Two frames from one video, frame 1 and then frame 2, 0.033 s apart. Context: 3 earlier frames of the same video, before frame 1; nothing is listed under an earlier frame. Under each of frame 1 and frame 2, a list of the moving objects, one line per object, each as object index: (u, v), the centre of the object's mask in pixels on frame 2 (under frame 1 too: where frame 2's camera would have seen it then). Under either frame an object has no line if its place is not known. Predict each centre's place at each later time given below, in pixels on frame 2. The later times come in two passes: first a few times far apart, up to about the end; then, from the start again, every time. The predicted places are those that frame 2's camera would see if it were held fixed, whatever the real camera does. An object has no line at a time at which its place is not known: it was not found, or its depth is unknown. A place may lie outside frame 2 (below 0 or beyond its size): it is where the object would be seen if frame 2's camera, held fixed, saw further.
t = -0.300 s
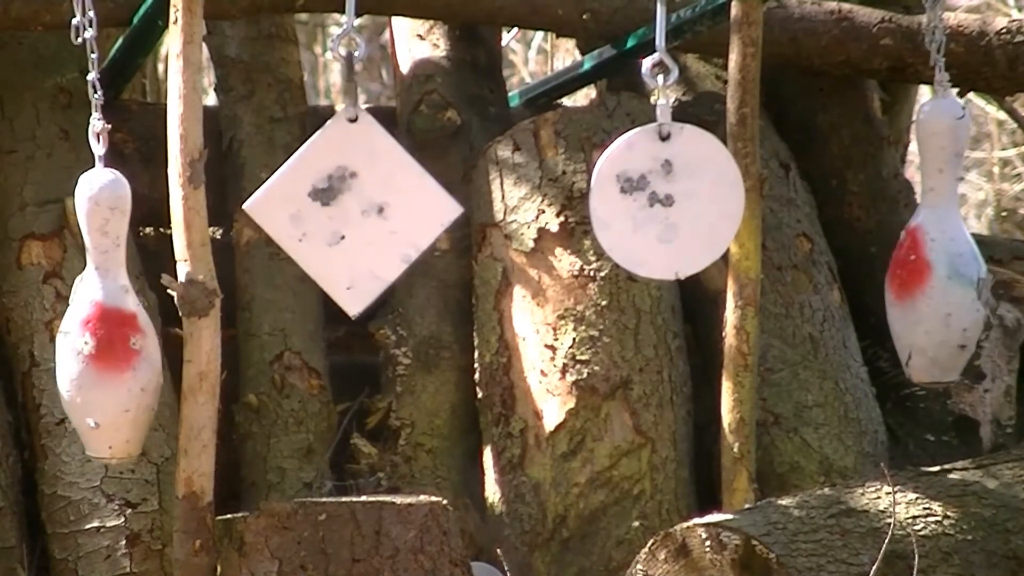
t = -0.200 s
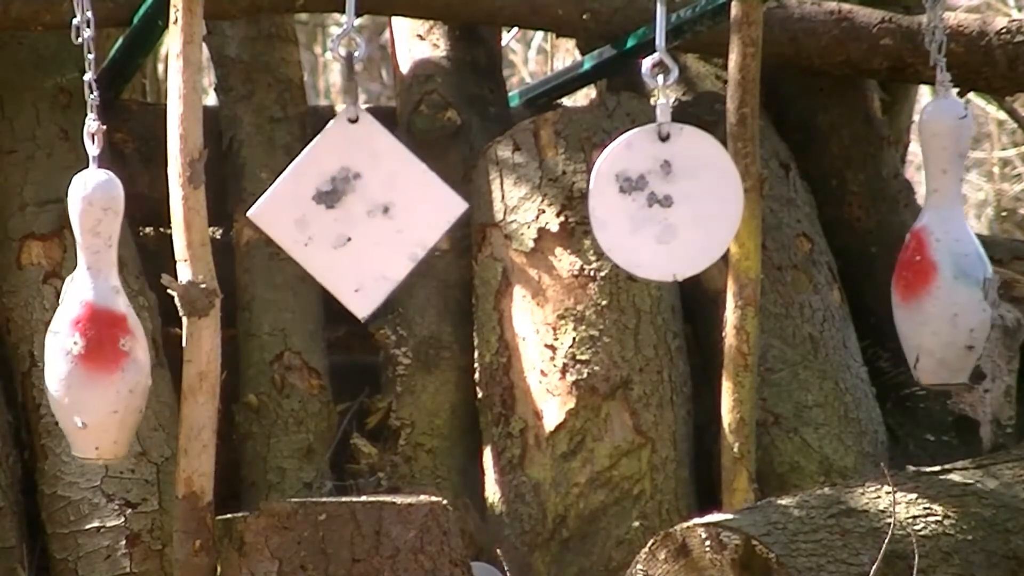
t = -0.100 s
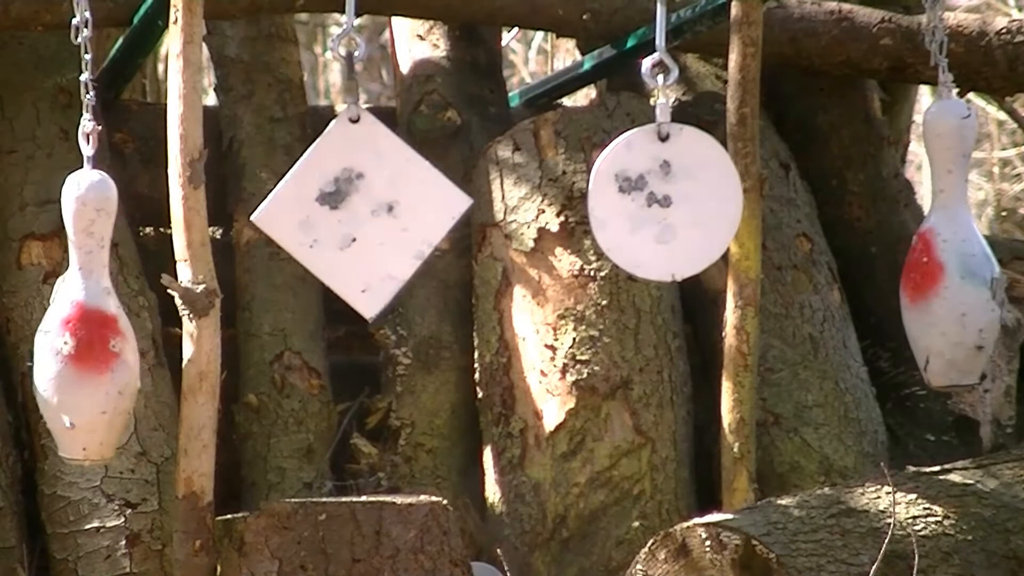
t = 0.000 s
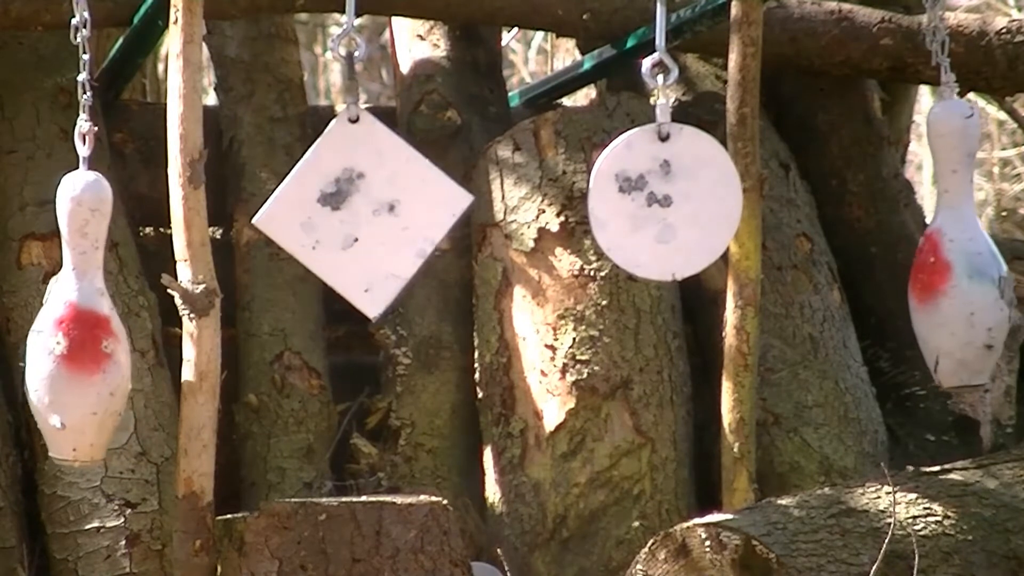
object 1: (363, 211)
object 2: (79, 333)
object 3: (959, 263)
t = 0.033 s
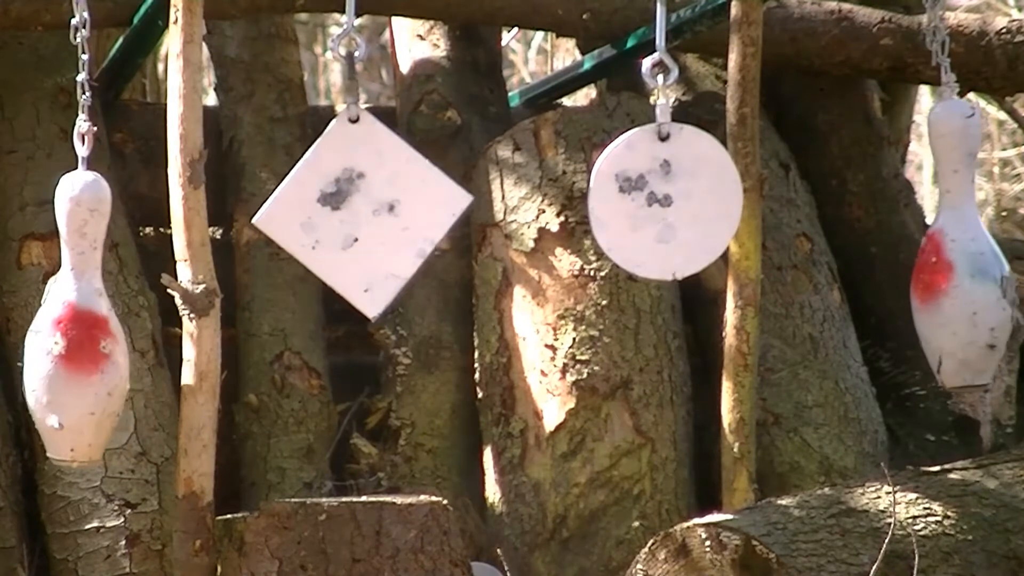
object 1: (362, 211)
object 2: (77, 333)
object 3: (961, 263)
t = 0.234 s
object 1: (354, 208)
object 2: (76, 335)
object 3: (966, 263)
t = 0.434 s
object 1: (346, 206)
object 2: (91, 336)
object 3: (958, 262)
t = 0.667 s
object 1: (354, 211)
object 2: (114, 333)
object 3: (940, 259)
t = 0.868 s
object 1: (362, 211)
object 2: (123, 331)
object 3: (935, 258)
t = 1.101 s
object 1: (356, 209)
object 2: (114, 330)
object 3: (947, 262)
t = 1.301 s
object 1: (350, 206)
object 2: (94, 331)
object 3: (962, 263)
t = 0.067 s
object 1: (362, 211)
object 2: (76, 334)
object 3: (963, 263)
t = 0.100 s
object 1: (361, 211)
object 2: (75, 334)
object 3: (964, 263)
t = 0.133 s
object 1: (359, 210)
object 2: (75, 334)
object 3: (965, 263)
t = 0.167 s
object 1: (357, 210)
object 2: (75, 334)
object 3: (966, 263)
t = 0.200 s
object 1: (356, 209)
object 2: (75, 334)
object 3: (966, 263)
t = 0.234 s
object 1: (354, 208)
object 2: (76, 335)
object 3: (966, 263)
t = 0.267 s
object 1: (352, 208)
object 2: (78, 335)
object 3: (965, 263)
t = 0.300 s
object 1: (349, 207)
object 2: (80, 335)
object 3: (965, 263)
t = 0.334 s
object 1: (348, 207)
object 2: (82, 335)
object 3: (964, 263)
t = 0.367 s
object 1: (347, 206)
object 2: (85, 335)
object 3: (962, 262)
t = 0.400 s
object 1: (346, 206)
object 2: (88, 336)
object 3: (960, 262)
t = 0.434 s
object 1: (346, 206)
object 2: (91, 336)
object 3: (958, 262)
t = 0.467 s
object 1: (346, 207)
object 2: (95, 335)
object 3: (956, 263)
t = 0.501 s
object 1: (347, 207)
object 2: (98, 335)
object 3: (953, 261)
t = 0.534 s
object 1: (347, 208)
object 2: (101, 334)
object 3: (950, 261)
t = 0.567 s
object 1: (349, 209)
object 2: (105, 334)
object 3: (947, 260)
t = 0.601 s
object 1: (351, 210)
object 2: (108, 334)
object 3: (945, 260)
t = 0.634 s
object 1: (353, 210)
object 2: (112, 333)
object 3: (943, 260)
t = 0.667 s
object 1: (354, 211)
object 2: (114, 333)
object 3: (940, 259)
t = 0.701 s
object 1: (356, 211)
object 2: (117, 332)
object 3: (938, 258)
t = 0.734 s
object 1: (358, 211)
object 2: (119, 332)
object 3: (938, 258)
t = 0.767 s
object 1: (360, 211)
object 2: (121, 332)
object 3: (936, 257)
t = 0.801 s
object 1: (361, 211)
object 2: (122, 331)
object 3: (935, 257)
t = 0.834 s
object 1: (362, 211)
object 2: (123, 331)
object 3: (935, 257)
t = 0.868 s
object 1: (362, 211)
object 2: (123, 331)
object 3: (935, 258)
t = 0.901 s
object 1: (362, 211)
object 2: (123, 330)
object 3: (936, 258)
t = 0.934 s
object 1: (362, 211)
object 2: (123, 330)
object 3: (937, 259)
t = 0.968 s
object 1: (361, 211)
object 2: (122, 330)
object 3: (939, 259)
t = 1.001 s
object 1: (360, 211)
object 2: (121, 330)
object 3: (940, 260)
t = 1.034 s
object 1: (359, 210)
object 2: (119, 330)
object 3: (942, 261)
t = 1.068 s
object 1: (357, 210)
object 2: (116, 330)
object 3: (945, 262)
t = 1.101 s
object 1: (356, 209)
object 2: (114, 330)
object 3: (947, 262)
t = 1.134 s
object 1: (354, 209)
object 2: (111, 330)
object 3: (949, 262)
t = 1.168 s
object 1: (353, 208)
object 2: (107, 331)
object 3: (952, 263)
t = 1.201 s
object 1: (352, 207)
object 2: (104, 330)
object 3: (955, 264)
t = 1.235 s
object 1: (351, 207)
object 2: (101, 331)
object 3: (958, 263)
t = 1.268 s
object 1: (350, 206)
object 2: (97, 331)
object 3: (960, 263)
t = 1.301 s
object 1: (350, 206)
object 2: (94, 331)
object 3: (962, 263)
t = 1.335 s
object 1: (350, 206)
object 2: (90, 332)
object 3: (963, 263)
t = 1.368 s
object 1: (351, 207)
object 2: (87, 333)
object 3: (964, 263)
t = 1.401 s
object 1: (352, 207)
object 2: (85, 334)
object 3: (965, 263)
